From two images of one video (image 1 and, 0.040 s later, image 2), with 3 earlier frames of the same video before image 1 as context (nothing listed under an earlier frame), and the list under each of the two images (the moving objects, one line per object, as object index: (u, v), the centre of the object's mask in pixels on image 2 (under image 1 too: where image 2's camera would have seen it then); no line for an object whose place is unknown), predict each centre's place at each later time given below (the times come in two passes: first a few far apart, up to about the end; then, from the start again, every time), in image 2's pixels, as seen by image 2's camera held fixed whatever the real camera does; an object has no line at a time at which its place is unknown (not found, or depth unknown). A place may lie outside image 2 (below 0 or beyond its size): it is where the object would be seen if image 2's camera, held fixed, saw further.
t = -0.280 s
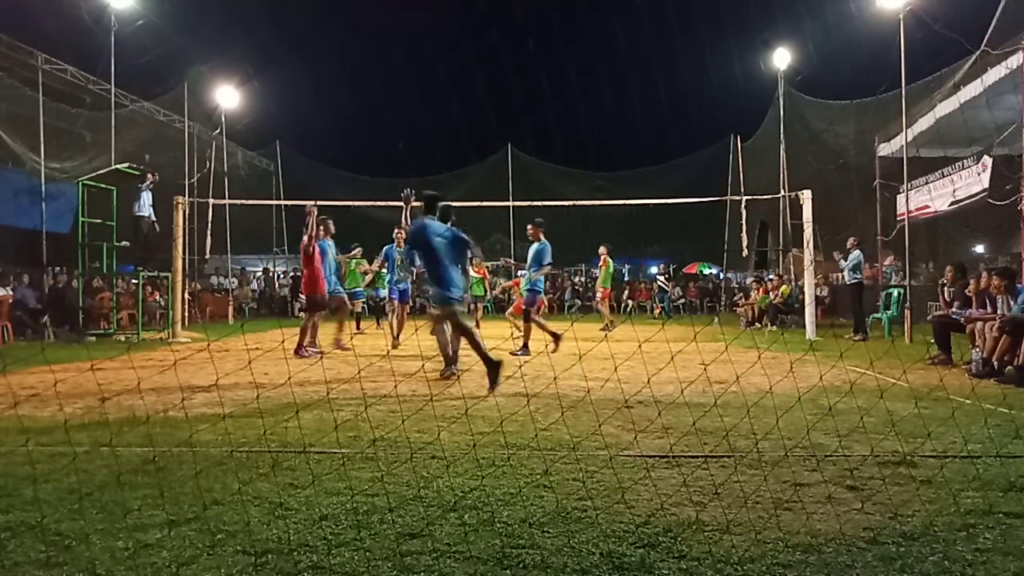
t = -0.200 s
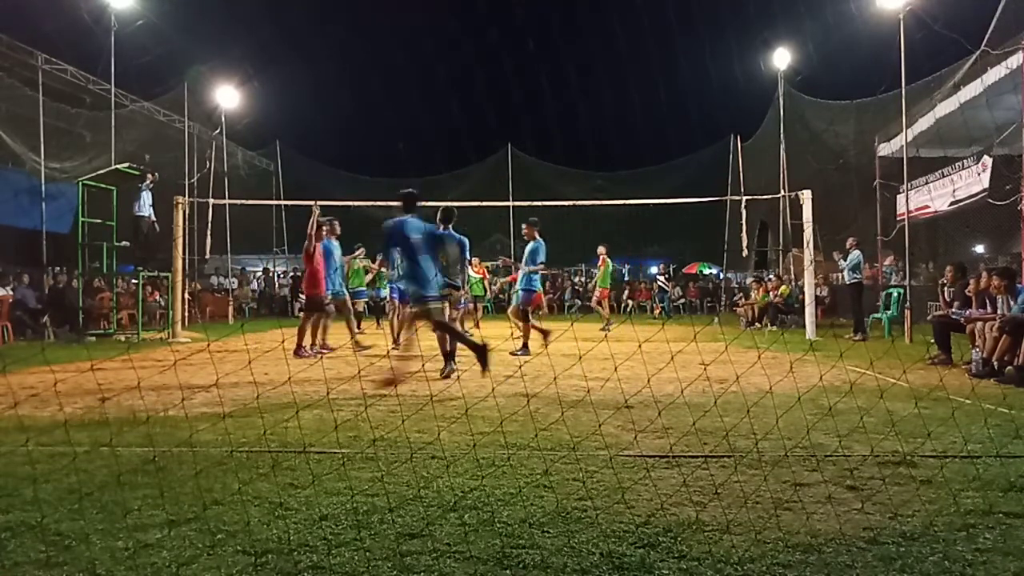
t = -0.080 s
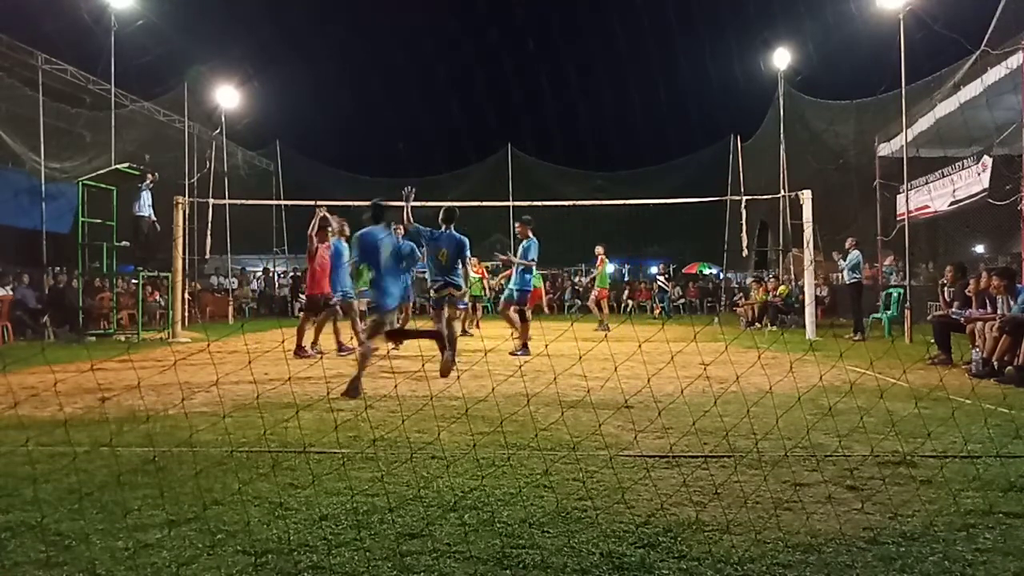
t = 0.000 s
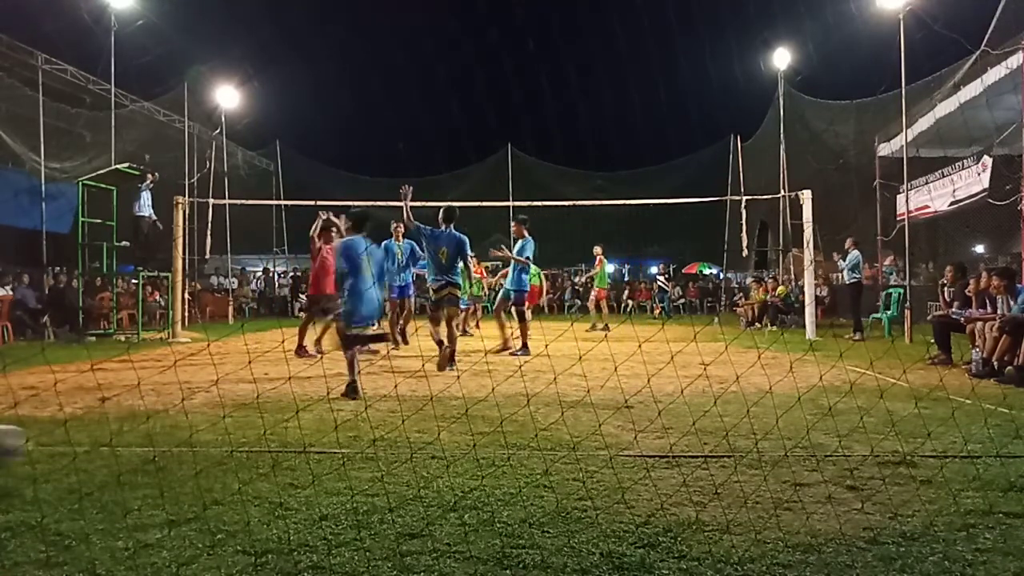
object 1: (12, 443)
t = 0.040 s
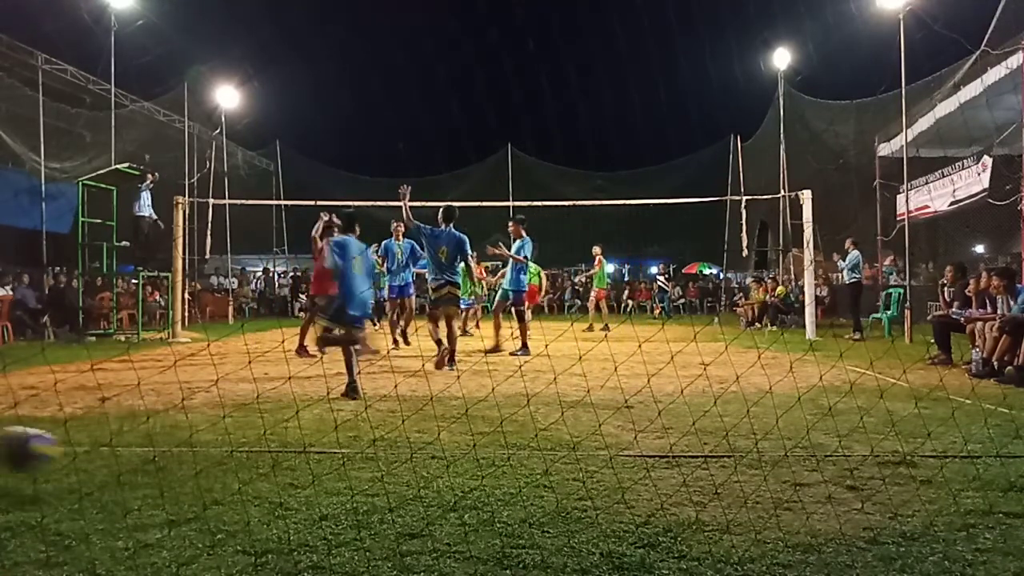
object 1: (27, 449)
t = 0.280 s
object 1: (179, 467)
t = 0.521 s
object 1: (304, 492)
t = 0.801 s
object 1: (454, 505)
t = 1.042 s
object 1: (590, 531)
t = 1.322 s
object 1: (763, 545)
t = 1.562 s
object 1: (917, 551)
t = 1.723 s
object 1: (1003, 556)
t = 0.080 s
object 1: (54, 456)
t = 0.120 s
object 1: (90, 470)
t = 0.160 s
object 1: (114, 472)
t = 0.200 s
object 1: (135, 466)
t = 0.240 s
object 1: (157, 465)
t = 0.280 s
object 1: (179, 467)
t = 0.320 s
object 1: (202, 475)
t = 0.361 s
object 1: (223, 487)
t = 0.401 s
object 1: (243, 482)
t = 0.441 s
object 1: (264, 482)
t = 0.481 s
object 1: (283, 484)
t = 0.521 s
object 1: (304, 492)
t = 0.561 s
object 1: (329, 495)
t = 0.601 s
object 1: (348, 494)
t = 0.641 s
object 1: (369, 497)
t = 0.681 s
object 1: (389, 503)
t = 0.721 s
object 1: (412, 503)
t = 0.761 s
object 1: (431, 501)
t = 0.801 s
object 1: (454, 505)
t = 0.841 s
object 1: (477, 513)
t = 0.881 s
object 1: (498, 511)
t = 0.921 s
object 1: (520, 510)
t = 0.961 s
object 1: (543, 515)
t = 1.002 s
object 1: (565, 525)
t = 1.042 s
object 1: (590, 531)
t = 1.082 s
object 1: (614, 532)
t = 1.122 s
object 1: (638, 539)
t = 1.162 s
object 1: (667, 545)
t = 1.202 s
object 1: (689, 541)
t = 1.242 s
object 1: (714, 539)
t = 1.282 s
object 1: (738, 541)
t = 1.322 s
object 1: (763, 545)
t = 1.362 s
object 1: (788, 545)
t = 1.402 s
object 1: (814, 545)
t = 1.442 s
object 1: (838, 547)
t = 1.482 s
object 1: (865, 551)
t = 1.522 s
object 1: (891, 549)
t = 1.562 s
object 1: (917, 551)
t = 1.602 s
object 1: (943, 553)
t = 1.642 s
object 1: (969, 554)
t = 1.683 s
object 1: (988, 553)
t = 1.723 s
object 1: (1003, 556)
